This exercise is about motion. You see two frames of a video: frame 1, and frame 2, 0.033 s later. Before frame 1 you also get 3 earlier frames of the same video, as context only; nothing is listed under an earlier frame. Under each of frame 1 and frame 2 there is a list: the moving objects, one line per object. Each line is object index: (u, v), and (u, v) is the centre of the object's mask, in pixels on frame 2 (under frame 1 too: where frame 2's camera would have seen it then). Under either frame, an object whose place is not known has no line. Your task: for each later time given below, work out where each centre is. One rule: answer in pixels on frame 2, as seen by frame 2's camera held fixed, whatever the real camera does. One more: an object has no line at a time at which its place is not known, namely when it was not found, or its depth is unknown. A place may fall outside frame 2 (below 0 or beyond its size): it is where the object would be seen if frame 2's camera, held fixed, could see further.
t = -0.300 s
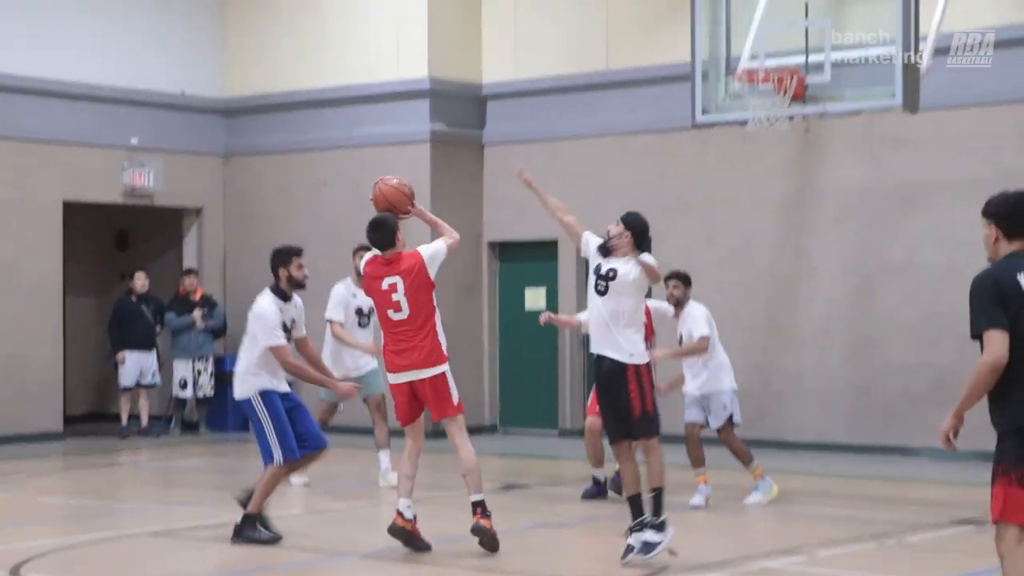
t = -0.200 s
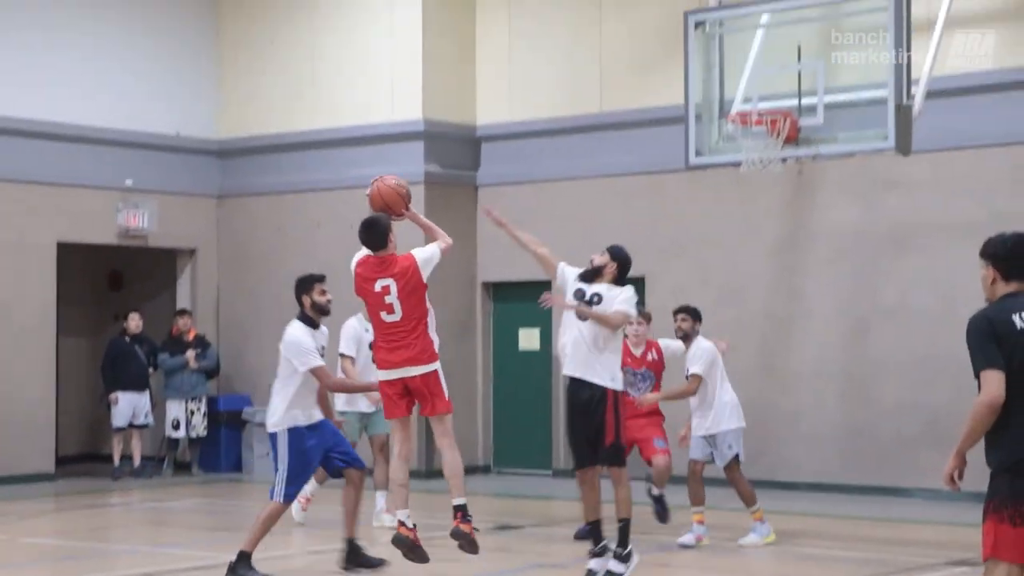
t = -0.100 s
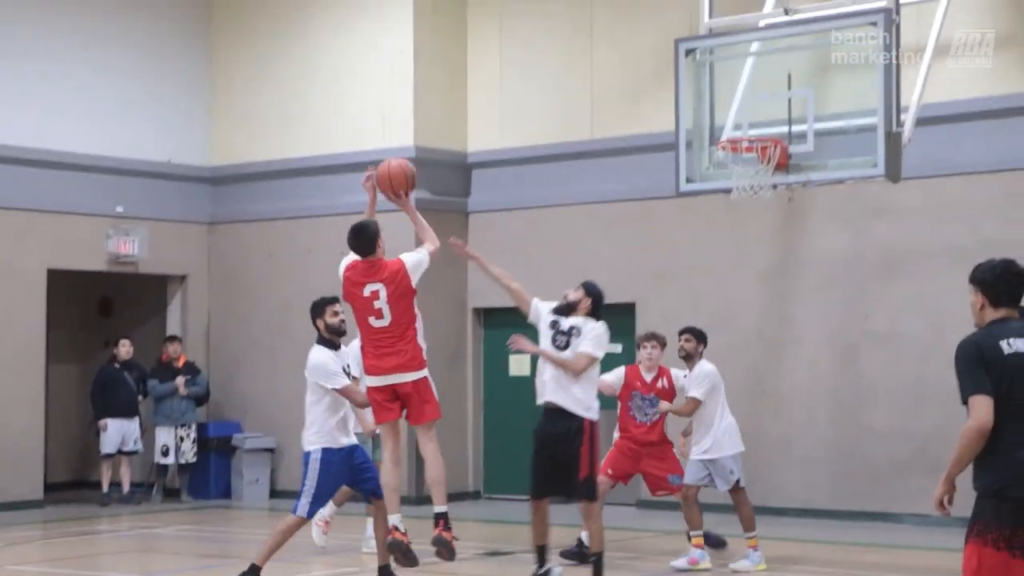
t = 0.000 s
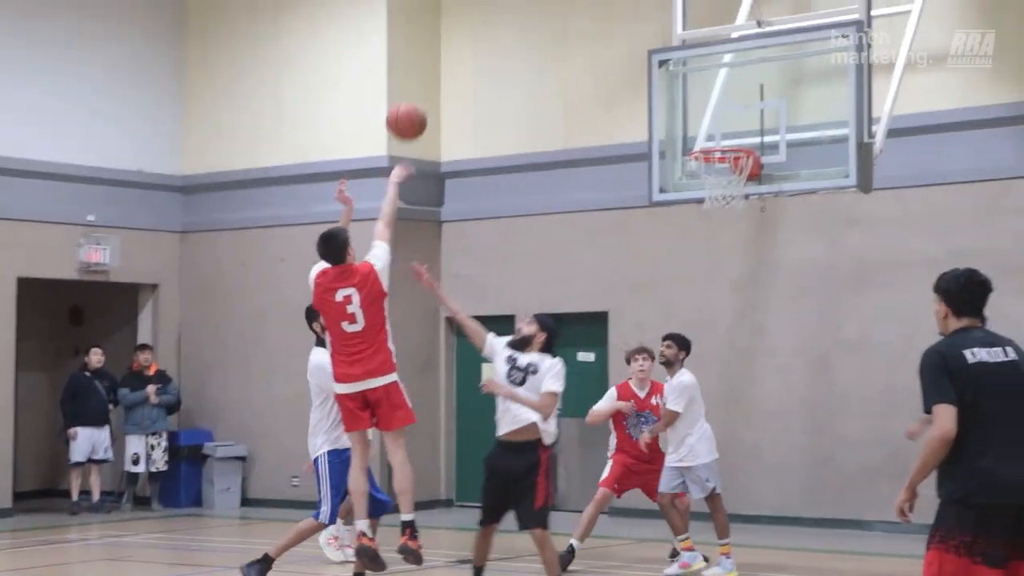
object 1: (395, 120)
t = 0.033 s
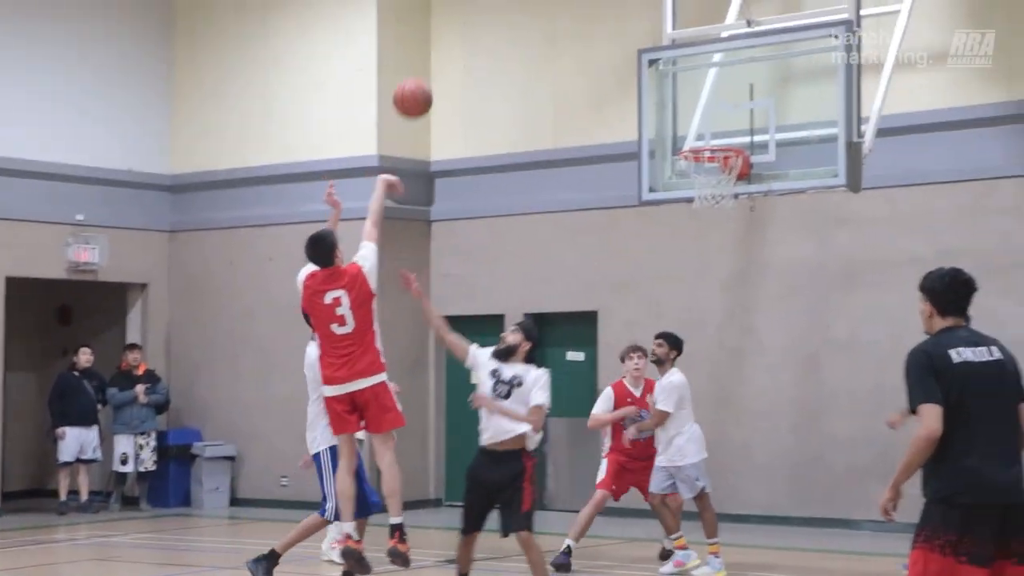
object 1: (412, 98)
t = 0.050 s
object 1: (421, 88)
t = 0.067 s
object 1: (429, 79)
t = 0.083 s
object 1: (437, 71)
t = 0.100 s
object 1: (445, 63)
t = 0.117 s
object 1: (453, 56)
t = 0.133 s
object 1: (460, 49)
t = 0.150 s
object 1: (467, 42)
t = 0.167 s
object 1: (475, 36)
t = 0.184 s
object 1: (482, 30)
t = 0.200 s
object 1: (490, 25)
